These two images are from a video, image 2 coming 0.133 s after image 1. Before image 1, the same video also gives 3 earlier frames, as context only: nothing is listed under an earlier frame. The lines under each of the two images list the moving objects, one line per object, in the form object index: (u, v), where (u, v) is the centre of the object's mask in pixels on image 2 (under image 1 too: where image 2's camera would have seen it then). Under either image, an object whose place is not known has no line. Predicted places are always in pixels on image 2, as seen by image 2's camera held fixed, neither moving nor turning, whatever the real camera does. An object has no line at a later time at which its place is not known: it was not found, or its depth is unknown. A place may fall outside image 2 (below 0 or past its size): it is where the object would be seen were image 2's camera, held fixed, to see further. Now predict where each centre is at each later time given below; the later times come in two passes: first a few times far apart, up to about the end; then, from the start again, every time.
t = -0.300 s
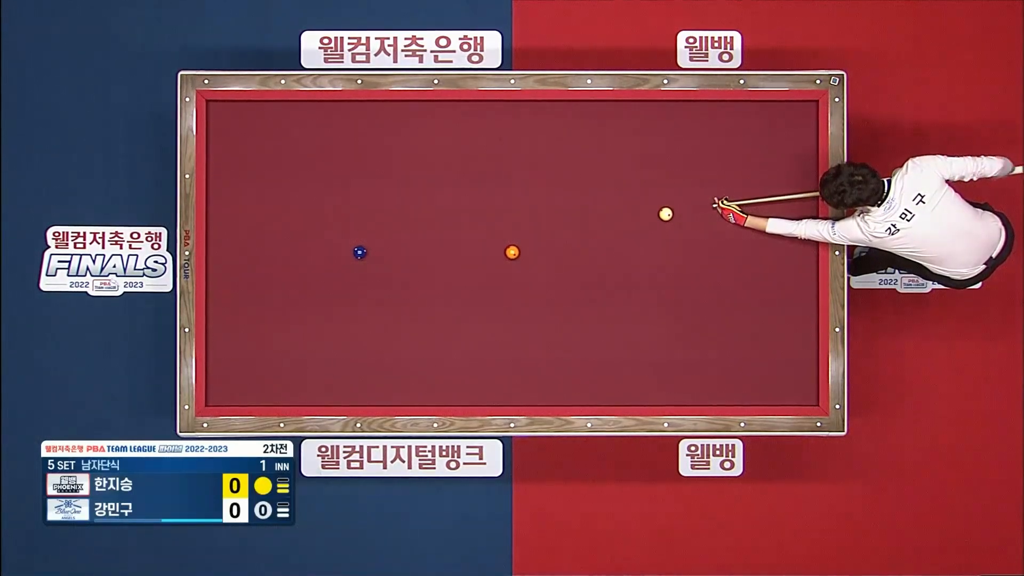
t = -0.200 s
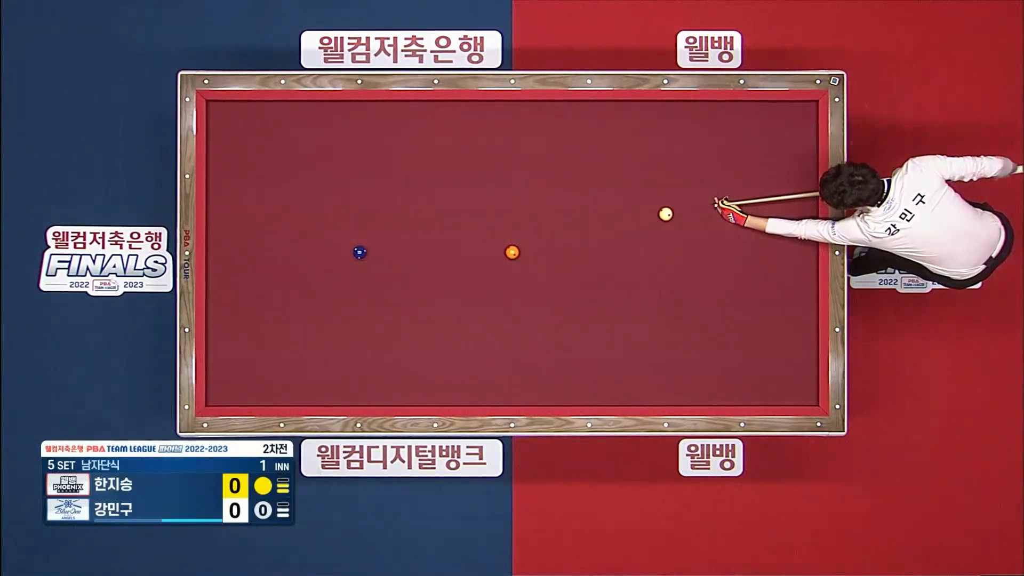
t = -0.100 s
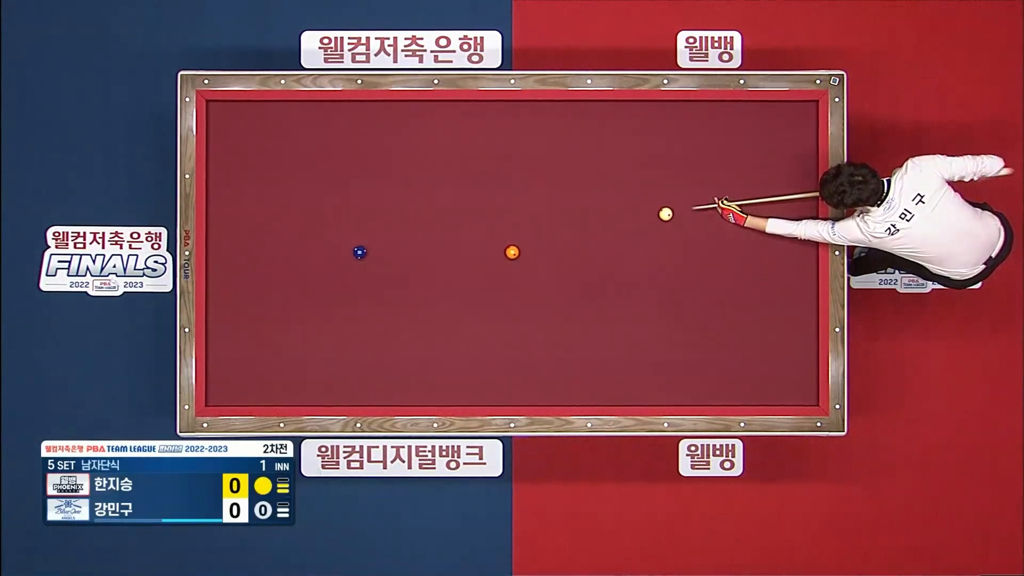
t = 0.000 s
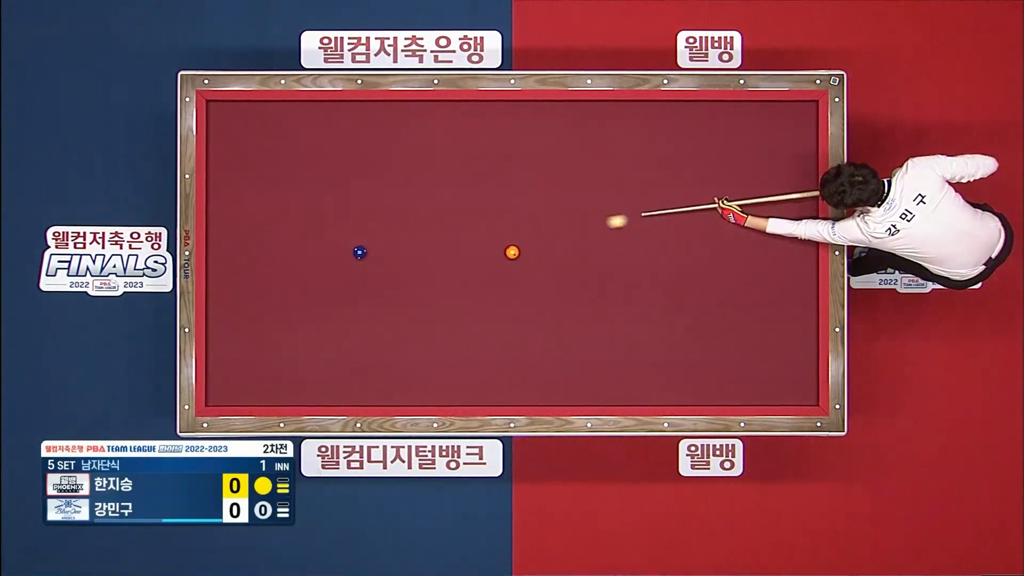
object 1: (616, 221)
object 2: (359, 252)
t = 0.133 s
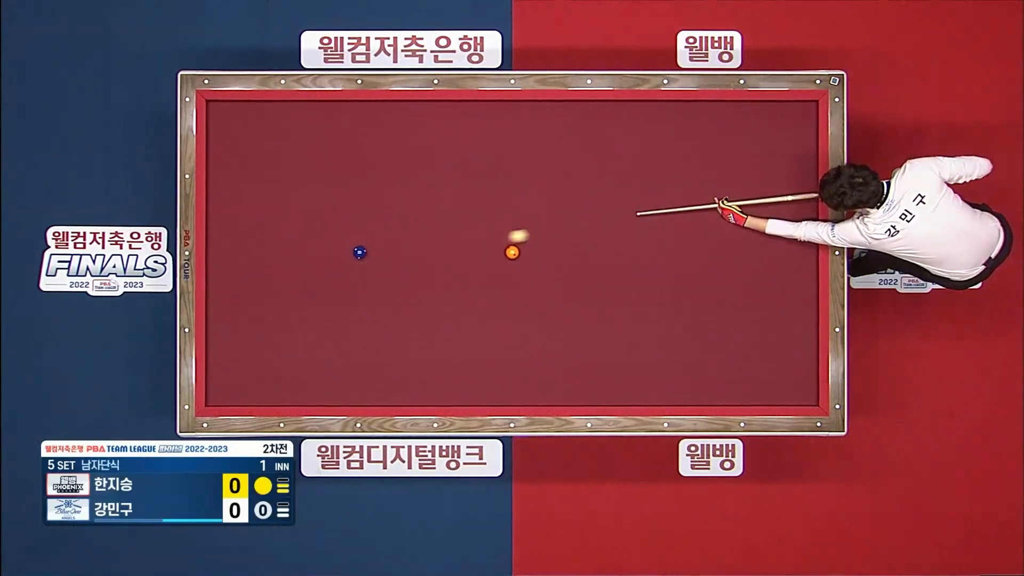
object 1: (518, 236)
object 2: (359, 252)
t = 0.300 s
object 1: (403, 252)
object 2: (359, 252)
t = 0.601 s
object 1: (334, 320)
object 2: (231, 213)
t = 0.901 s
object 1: (264, 386)
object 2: (294, 192)
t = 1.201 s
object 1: (236, 359)
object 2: (370, 175)
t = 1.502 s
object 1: (289, 310)
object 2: (445, 159)
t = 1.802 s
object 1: (334, 263)
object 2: (518, 143)
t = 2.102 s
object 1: (378, 218)
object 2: (589, 128)
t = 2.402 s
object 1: (422, 173)
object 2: (659, 113)
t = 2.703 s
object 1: (465, 129)
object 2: (727, 111)
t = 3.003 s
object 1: (508, 120)
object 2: (791, 118)
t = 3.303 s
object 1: (550, 144)
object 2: (782, 129)
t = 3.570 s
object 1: (587, 164)
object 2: (751, 141)
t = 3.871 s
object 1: (628, 187)
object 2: (717, 153)
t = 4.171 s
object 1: (668, 209)
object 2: (685, 165)
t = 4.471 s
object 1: (707, 231)
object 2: (653, 177)
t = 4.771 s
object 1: (745, 253)
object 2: (622, 188)
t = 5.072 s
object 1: (782, 274)
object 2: (592, 199)
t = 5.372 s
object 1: (807, 295)
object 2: (563, 210)
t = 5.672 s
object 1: (786, 317)
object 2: (535, 220)
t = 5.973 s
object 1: (767, 339)
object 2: (508, 230)
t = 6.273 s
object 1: (749, 360)
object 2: (481, 240)
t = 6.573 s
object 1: (731, 380)
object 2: (456, 249)
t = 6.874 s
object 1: (713, 399)
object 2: (431, 258)
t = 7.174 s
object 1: (697, 388)
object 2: (407, 266)
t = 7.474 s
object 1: (681, 377)
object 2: (384, 274)
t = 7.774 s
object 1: (667, 367)
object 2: (362, 282)
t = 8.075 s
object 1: (653, 358)
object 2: (341, 290)
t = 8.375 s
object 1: (640, 350)
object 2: (321, 297)
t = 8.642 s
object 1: (629, 342)
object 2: (304, 303)
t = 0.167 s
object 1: (494, 239)
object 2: (359, 252)
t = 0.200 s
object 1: (471, 243)
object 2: (359, 252)
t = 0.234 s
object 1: (448, 246)
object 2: (359, 252)
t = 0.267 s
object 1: (425, 249)
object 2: (359, 252)
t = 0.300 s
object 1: (403, 252)
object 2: (359, 252)
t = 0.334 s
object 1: (381, 255)
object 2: (359, 252)
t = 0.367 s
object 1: (369, 262)
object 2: (348, 249)
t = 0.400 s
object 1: (366, 270)
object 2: (331, 244)
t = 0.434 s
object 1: (361, 279)
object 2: (313, 238)
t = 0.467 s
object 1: (356, 288)
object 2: (297, 233)
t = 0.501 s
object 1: (351, 296)
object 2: (280, 228)
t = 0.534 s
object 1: (346, 304)
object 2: (264, 222)
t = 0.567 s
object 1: (340, 312)
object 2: (247, 218)
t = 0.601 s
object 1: (334, 320)
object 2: (231, 213)
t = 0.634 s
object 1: (327, 327)
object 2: (216, 209)
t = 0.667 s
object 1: (320, 335)
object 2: (219, 205)
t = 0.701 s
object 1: (313, 342)
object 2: (231, 203)
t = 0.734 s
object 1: (306, 350)
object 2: (242, 201)
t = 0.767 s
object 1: (298, 357)
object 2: (253, 199)
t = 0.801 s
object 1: (290, 365)
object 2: (264, 197)
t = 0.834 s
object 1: (281, 371)
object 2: (275, 195)
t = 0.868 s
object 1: (273, 379)
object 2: (285, 194)
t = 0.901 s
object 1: (264, 386)
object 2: (294, 192)
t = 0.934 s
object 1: (256, 393)
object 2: (303, 189)
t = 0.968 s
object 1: (248, 399)
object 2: (313, 187)
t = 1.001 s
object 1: (238, 395)
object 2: (321, 186)
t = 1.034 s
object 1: (228, 389)
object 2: (330, 184)
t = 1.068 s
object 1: (219, 384)
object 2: (338, 182)
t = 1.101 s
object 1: (213, 379)
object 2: (346, 180)
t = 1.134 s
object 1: (221, 372)
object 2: (354, 178)
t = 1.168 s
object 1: (229, 366)
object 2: (362, 177)
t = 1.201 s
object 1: (236, 359)
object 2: (370, 175)
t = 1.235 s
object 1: (243, 353)
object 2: (379, 173)
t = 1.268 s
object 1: (250, 347)
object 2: (387, 172)
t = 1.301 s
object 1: (256, 342)
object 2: (395, 169)
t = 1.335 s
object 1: (262, 336)
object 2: (404, 168)
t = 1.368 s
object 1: (268, 330)
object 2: (412, 166)
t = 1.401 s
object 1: (273, 325)
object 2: (420, 164)
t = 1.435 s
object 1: (278, 320)
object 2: (429, 163)
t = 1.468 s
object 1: (283, 315)
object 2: (437, 161)
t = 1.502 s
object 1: (289, 310)
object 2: (445, 159)
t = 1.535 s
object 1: (294, 304)
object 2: (454, 157)
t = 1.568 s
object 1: (299, 299)
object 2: (462, 155)
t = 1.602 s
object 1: (304, 294)
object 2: (470, 154)
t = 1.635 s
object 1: (309, 289)
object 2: (477, 152)
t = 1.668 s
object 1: (314, 284)
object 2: (486, 150)
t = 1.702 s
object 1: (319, 279)
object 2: (494, 148)
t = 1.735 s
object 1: (324, 274)
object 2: (501, 147)
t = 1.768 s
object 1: (329, 268)
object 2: (510, 145)
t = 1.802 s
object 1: (334, 263)
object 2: (518, 143)
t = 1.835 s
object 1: (339, 258)
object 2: (527, 141)
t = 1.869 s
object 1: (344, 253)
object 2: (534, 140)
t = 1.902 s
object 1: (349, 248)
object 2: (542, 138)
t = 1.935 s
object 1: (354, 243)
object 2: (550, 137)
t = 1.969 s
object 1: (359, 238)
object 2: (558, 135)
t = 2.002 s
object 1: (363, 233)
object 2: (566, 133)
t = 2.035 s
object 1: (369, 228)
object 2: (574, 132)
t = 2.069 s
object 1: (373, 223)
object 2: (582, 130)
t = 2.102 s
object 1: (378, 218)
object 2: (589, 128)
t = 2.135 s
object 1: (383, 213)
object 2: (597, 126)
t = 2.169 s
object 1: (388, 208)
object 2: (605, 125)
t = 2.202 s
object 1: (393, 203)
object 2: (613, 123)
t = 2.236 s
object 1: (398, 198)
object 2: (620, 122)
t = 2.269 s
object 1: (403, 193)
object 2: (628, 120)
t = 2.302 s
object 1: (408, 188)
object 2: (636, 118)
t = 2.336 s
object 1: (412, 183)
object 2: (645, 117)
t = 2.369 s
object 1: (417, 178)
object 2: (652, 115)
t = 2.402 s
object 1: (422, 173)
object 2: (659, 113)
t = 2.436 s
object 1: (427, 168)
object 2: (668, 112)
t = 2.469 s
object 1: (431, 163)
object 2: (675, 110)
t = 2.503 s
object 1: (436, 159)
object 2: (683, 109)
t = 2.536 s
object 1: (441, 154)
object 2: (691, 107)
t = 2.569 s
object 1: (446, 149)
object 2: (698, 108)
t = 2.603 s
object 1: (450, 144)
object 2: (705, 109)
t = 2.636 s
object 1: (455, 139)
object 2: (712, 109)
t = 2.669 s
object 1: (460, 134)
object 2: (719, 110)
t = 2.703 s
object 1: (465, 129)
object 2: (727, 111)
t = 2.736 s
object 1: (469, 125)
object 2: (734, 112)
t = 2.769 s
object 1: (474, 120)
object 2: (741, 113)
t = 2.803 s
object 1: (479, 115)
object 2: (748, 113)
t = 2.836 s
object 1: (483, 110)
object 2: (755, 114)
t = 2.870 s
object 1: (488, 106)
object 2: (762, 115)
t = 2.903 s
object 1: (493, 110)
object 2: (769, 116)
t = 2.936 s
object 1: (498, 114)
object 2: (776, 116)
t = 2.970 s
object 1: (503, 117)
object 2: (783, 117)
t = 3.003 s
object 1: (508, 120)
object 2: (791, 118)
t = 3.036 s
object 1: (512, 123)
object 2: (798, 119)
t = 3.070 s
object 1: (517, 125)
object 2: (804, 119)
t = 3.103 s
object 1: (522, 128)
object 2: (811, 120)
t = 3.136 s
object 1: (527, 131)
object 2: (806, 122)
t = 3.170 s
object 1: (531, 133)
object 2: (801, 124)
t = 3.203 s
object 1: (536, 136)
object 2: (796, 125)
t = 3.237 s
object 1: (541, 138)
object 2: (790, 127)
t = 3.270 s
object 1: (545, 141)
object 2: (786, 128)
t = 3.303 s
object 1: (550, 144)
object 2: (782, 129)
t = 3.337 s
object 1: (555, 146)
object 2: (777, 131)
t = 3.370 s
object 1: (559, 149)
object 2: (774, 133)
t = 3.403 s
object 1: (564, 152)
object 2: (770, 134)
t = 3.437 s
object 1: (569, 154)
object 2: (766, 135)
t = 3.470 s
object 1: (573, 157)
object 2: (763, 136)
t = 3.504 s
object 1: (578, 159)
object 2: (758, 138)
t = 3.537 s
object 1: (583, 162)
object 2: (755, 140)
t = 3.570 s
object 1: (587, 164)
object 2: (751, 141)
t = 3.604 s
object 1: (592, 167)
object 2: (747, 143)
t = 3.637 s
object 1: (597, 169)
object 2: (743, 144)
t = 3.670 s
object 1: (601, 172)
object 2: (739, 145)
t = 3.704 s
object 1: (606, 175)
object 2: (736, 146)
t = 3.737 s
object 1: (610, 177)
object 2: (732, 148)
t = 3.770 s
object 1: (615, 180)
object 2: (728, 149)
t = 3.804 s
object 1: (619, 182)
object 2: (725, 150)
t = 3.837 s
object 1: (624, 185)
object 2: (721, 152)
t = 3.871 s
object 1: (628, 187)
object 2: (717, 153)
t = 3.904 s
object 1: (633, 190)
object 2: (714, 154)
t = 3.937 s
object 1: (637, 192)
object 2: (710, 156)
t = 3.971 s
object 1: (642, 194)
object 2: (707, 157)
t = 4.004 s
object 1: (646, 197)
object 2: (703, 159)
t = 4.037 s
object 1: (651, 200)
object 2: (699, 160)
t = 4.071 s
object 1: (655, 202)
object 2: (696, 161)
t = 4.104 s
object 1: (659, 205)
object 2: (692, 162)
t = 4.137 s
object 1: (664, 207)
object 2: (689, 164)
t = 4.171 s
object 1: (668, 209)
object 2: (685, 165)
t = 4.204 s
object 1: (672, 212)
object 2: (681, 167)
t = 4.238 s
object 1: (677, 214)
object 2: (678, 167)
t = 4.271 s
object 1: (681, 217)
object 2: (674, 169)
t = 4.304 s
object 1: (686, 219)
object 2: (671, 170)
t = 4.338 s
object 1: (690, 222)
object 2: (667, 171)
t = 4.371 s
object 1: (694, 224)
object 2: (664, 173)
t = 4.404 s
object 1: (699, 227)
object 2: (660, 175)
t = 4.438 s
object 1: (703, 229)
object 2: (656, 175)
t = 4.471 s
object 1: (707, 231)
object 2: (653, 177)
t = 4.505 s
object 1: (711, 234)
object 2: (650, 178)
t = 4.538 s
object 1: (716, 236)
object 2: (646, 180)
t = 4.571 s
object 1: (720, 238)
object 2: (642, 181)
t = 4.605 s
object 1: (724, 241)
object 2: (640, 182)
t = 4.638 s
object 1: (728, 243)
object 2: (636, 183)
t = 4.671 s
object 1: (732, 246)
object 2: (633, 185)
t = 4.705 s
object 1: (737, 248)
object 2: (629, 186)
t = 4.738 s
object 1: (741, 251)
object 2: (625, 187)
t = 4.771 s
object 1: (745, 253)
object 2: (622, 188)
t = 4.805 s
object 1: (749, 255)
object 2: (619, 190)
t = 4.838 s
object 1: (754, 257)
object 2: (615, 191)
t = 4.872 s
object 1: (758, 260)
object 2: (612, 192)
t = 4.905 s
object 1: (762, 262)
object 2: (609, 193)
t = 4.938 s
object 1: (766, 264)
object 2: (605, 194)
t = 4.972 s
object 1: (770, 267)
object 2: (602, 196)
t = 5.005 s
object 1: (774, 269)
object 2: (598, 197)
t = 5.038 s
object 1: (778, 271)
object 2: (595, 198)
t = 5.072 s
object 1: (782, 274)
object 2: (592, 199)
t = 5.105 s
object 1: (786, 276)
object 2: (589, 201)
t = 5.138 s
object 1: (790, 278)
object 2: (586, 202)
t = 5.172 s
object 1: (794, 280)
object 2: (582, 203)
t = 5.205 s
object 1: (798, 282)
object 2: (579, 204)
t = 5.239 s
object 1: (803, 285)
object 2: (576, 205)
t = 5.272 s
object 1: (807, 287)
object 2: (573, 206)
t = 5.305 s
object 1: (811, 289)
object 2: (569, 207)
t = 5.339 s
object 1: (810, 292)
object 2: (566, 209)
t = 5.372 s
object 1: (807, 295)
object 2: (563, 210)
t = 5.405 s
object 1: (804, 297)
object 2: (560, 211)
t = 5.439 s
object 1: (802, 300)
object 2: (557, 212)
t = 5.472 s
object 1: (800, 302)
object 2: (554, 213)
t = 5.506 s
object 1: (797, 305)
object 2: (550, 214)
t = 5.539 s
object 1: (795, 307)
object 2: (548, 215)
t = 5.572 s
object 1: (793, 310)
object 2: (544, 216)
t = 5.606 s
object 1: (791, 312)
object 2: (541, 217)
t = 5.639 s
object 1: (789, 315)
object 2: (538, 219)
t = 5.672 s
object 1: (786, 317)
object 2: (535, 220)
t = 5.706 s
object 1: (784, 319)
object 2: (532, 221)
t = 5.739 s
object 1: (782, 322)
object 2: (529, 222)
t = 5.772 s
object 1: (780, 324)
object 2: (526, 223)
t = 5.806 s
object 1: (778, 327)
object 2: (523, 224)
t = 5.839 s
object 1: (776, 329)
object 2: (519, 225)
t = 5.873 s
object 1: (774, 332)
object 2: (517, 227)
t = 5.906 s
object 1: (771, 334)
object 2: (514, 227)
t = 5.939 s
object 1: (769, 337)
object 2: (511, 229)
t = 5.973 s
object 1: (767, 339)
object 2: (508, 230)
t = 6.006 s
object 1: (765, 341)
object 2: (505, 231)
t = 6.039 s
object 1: (763, 344)
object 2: (502, 232)
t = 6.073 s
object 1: (761, 346)
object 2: (499, 233)
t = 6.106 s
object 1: (759, 348)
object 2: (496, 234)
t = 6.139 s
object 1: (757, 351)
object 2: (493, 235)
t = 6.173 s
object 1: (755, 353)
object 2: (490, 237)
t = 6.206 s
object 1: (753, 355)
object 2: (487, 238)
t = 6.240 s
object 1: (750, 358)
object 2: (484, 238)
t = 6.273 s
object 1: (749, 360)
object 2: (481, 240)
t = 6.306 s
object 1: (747, 362)
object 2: (479, 240)
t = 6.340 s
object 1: (744, 365)
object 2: (476, 242)
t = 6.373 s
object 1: (742, 367)
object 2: (473, 243)
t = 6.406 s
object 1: (741, 369)
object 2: (470, 244)
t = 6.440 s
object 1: (739, 371)
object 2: (467, 245)
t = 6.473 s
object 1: (736, 374)
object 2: (464, 246)
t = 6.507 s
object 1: (734, 376)
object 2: (461, 247)
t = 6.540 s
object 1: (732, 378)
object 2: (458, 248)
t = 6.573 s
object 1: (731, 380)
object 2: (456, 249)
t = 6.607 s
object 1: (729, 383)
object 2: (453, 250)
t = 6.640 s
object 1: (726, 385)
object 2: (450, 251)
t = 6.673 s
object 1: (725, 387)
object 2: (447, 252)
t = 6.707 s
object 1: (723, 389)
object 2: (445, 253)
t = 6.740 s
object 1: (721, 391)
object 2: (442, 254)
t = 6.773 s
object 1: (719, 393)
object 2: (439, 255)
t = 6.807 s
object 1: (717, 396)
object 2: (436, 256)
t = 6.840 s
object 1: (715, 398)
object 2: (433, 256)
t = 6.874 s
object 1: (713, 399)
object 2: (431, 258)
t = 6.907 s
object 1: (711, 397)
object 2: (428, 258)
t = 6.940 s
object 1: (709, 396)
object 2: (426, 259)
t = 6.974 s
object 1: (708, 395)
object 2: (423, 260)
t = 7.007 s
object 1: (706, 394)
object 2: (420, 261)
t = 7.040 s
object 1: (704, 392)
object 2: (417, 263)
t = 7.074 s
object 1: (702, 391)
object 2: (414, 264)
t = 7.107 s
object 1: (700, 390)
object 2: (412, 264)
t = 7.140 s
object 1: (699, 389)
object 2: (410, 265)
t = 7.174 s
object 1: (697, 388)
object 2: (407, 266)
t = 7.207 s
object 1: (695, 386)
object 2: (404, 267)
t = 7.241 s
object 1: (694, 385)
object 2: (402, 268)
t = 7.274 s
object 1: (692, 384)
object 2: (400, 269)
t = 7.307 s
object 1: (690, 383)
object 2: (396, 270)
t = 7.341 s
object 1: (688, 382)
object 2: (394, 271)
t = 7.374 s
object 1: (687, 381)
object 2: (391, 271)
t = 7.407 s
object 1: (685, 380)
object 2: (389, 272)
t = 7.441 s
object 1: (683, 378)
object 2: (387, 273)
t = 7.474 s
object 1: (681, 377)
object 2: (384, 274)
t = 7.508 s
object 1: (680, 376)
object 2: (382, 275)
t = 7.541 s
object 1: (678, 375)
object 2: (379, 276)
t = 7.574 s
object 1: (677, 374)
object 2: (377, 277)
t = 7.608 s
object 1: (675, 373)
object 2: (374, 278)
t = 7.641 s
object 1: (674, 372)
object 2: (372, 279)
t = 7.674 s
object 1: (672, 371)
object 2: (369, 279)
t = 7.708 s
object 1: (670, 370)
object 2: (367, 281)
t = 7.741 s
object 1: (669, 368)
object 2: (364, 281)
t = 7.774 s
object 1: (667, 367)
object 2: (362, 282)
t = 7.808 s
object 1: (666, 366)
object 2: (360, 283)
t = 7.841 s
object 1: (664, 365)
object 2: (357, 284)
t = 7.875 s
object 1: (662, 364)
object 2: (355, 284)
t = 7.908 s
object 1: (661, 363)
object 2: (353, 285)
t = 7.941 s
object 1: (660, 362)
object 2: (350, 286)
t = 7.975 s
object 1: (658, 361)
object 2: (348, 287)
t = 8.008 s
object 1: (656, 360)
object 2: (345, 288)
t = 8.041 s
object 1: (655, 359)
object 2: (343, 289)
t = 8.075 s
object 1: (653, 358)
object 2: (341, 290)
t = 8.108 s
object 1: (652, 357)
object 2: (339, 290)
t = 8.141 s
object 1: (650, 356)
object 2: (337, 291)
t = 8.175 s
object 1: (649, 355)
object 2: (334, 292)
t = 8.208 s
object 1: (647, 354)
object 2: (332, 293)
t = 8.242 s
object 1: (646, 353)
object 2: (330, 294)
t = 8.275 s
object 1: (644, 352)
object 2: (328, 295)
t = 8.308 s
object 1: (643, 351)
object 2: (325, 295)
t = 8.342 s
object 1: (642, 350)
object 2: (323, 296)
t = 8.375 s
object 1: (640, 350)
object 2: (321, 297)
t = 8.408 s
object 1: (639, 349)
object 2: (319, 298)
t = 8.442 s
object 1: (638, 348)
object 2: (317, 298)
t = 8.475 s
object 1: (636, 347)
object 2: (315, 299)
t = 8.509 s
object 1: (635, 346)
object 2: (313, 300)
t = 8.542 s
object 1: (633, 345)
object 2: (310, 301)
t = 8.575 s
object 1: (632, 344)
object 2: (308, 301)
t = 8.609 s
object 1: (630, 343)
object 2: (306, 302)
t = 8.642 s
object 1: (629, 342)
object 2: (304, 303)
